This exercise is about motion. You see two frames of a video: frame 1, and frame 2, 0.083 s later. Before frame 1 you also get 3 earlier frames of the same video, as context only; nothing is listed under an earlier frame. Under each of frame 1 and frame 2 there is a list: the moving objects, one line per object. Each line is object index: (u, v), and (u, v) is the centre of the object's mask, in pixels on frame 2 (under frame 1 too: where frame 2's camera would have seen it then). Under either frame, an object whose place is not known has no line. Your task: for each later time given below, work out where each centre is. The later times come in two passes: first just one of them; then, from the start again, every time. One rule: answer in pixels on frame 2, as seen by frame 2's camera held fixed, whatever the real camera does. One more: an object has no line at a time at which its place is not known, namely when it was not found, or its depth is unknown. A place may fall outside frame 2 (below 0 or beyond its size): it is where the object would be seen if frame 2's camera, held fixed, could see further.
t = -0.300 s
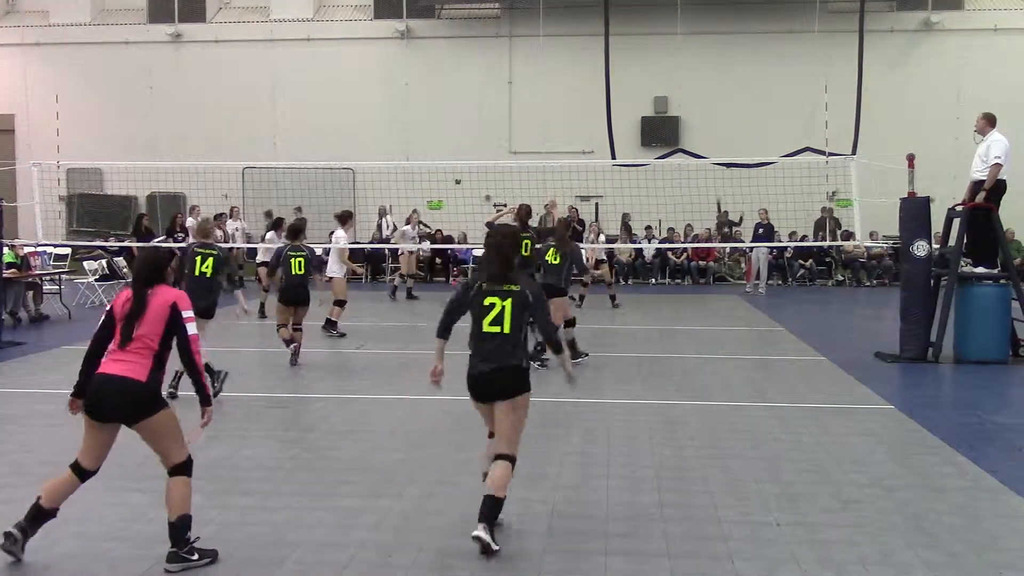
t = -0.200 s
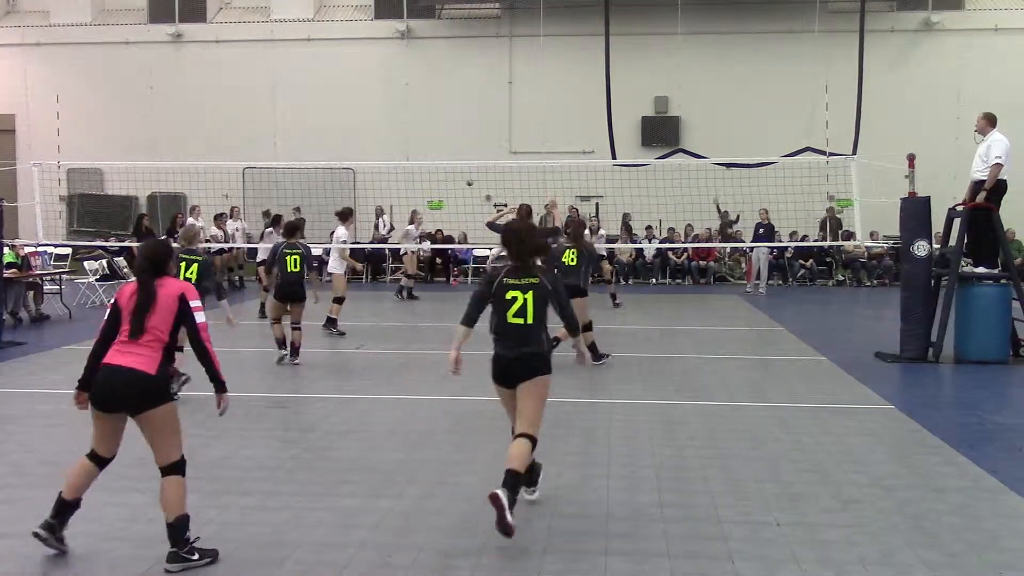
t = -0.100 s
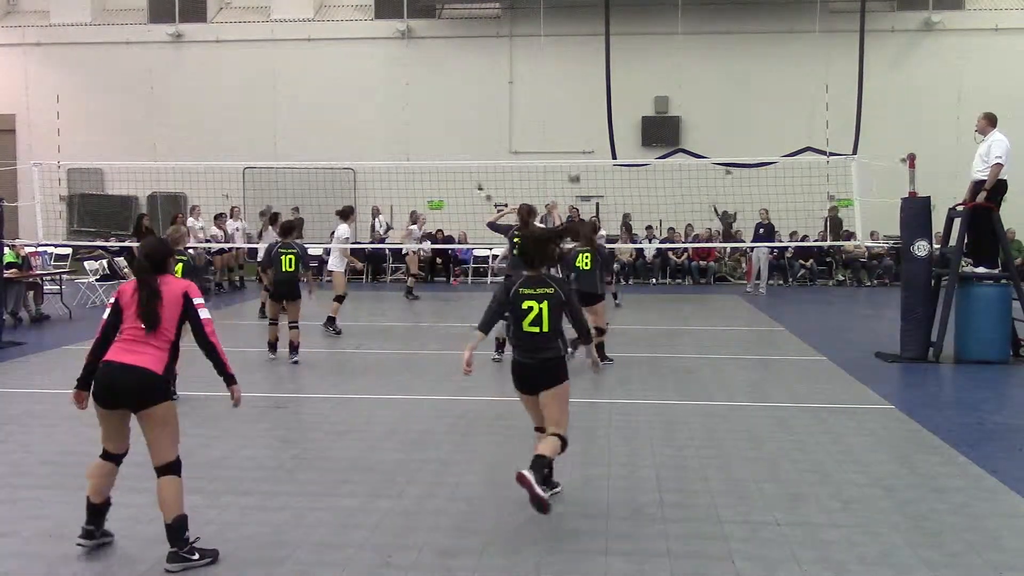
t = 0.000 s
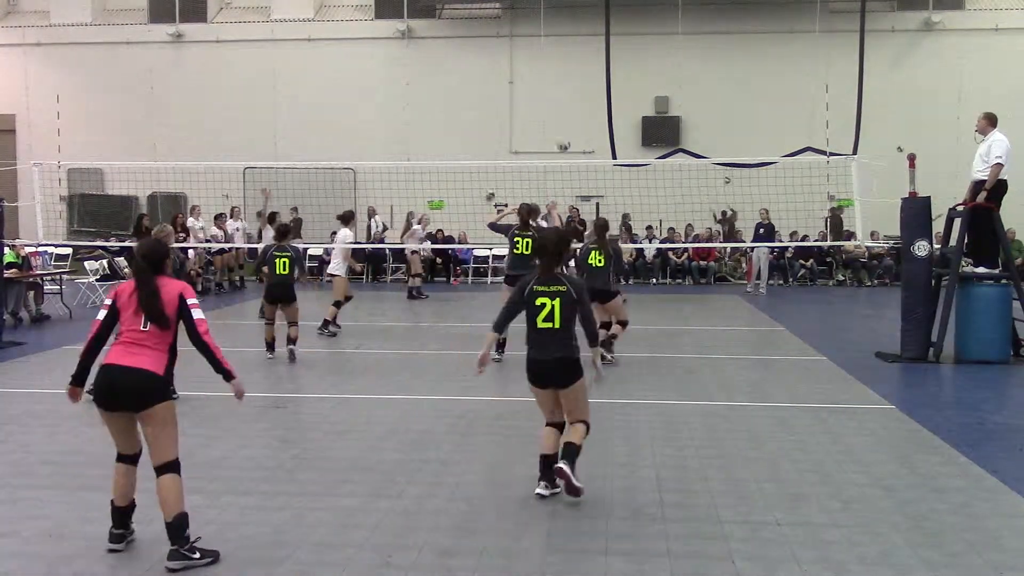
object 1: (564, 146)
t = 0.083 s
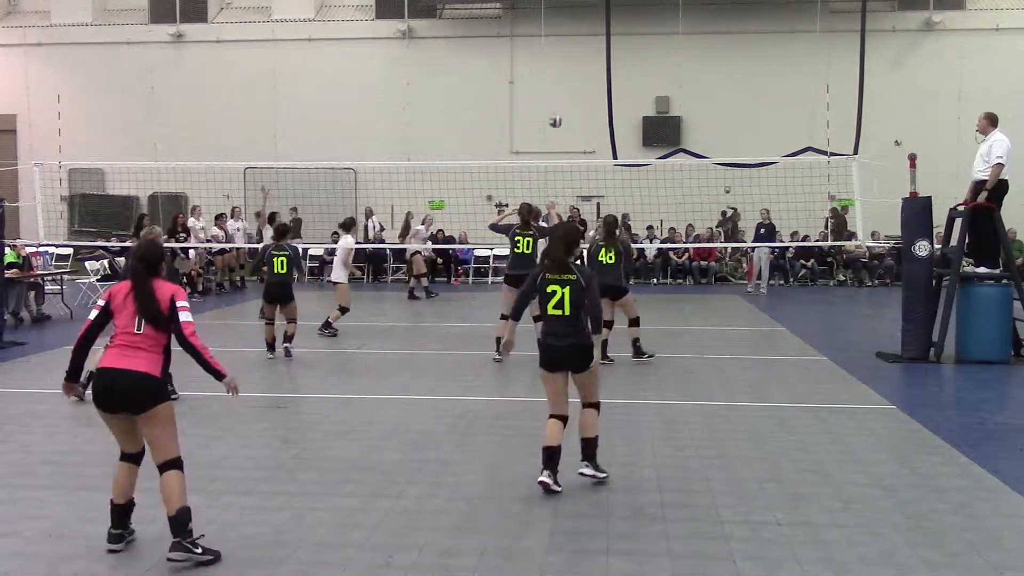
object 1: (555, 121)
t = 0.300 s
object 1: (532, 80)
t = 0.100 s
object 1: (553, 118)
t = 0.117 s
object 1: (551, 113)
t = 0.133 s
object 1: (550, 109)
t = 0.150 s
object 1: (547, 107)
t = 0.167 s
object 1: (546, 102)
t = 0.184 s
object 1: (544, 100)
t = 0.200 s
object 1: (542, 96)
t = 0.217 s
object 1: (541, 93)
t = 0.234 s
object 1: (539, 91)
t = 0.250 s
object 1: (537, 87)
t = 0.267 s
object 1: (536, 85)
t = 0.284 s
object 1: (534, 82)
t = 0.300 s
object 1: (532, 80)
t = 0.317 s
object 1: (530, 78)
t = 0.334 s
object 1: (528, 77)
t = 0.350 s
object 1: (526, 74)
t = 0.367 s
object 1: (525, 73)
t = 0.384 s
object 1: (523, 71)
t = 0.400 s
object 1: (522, 70)
